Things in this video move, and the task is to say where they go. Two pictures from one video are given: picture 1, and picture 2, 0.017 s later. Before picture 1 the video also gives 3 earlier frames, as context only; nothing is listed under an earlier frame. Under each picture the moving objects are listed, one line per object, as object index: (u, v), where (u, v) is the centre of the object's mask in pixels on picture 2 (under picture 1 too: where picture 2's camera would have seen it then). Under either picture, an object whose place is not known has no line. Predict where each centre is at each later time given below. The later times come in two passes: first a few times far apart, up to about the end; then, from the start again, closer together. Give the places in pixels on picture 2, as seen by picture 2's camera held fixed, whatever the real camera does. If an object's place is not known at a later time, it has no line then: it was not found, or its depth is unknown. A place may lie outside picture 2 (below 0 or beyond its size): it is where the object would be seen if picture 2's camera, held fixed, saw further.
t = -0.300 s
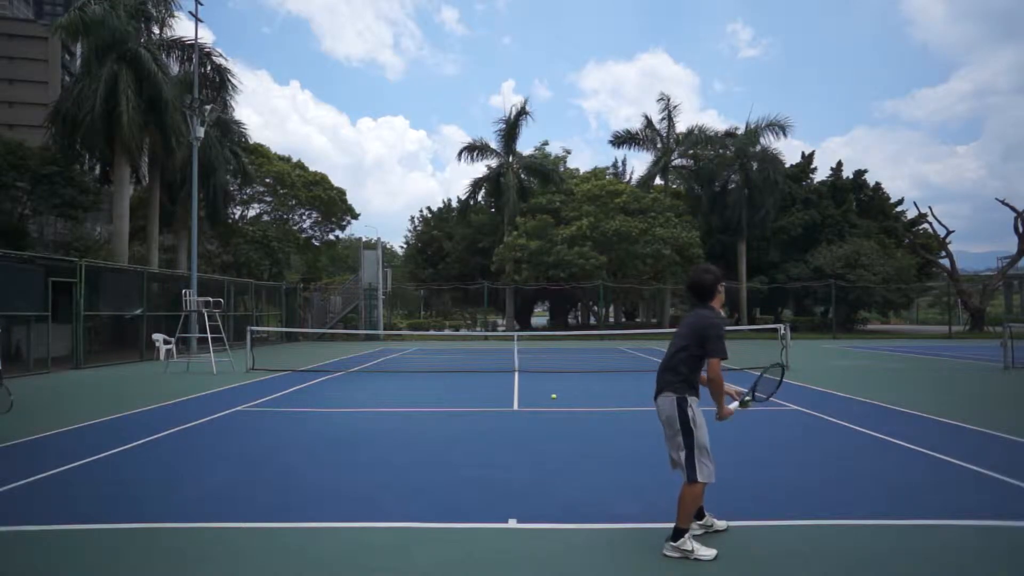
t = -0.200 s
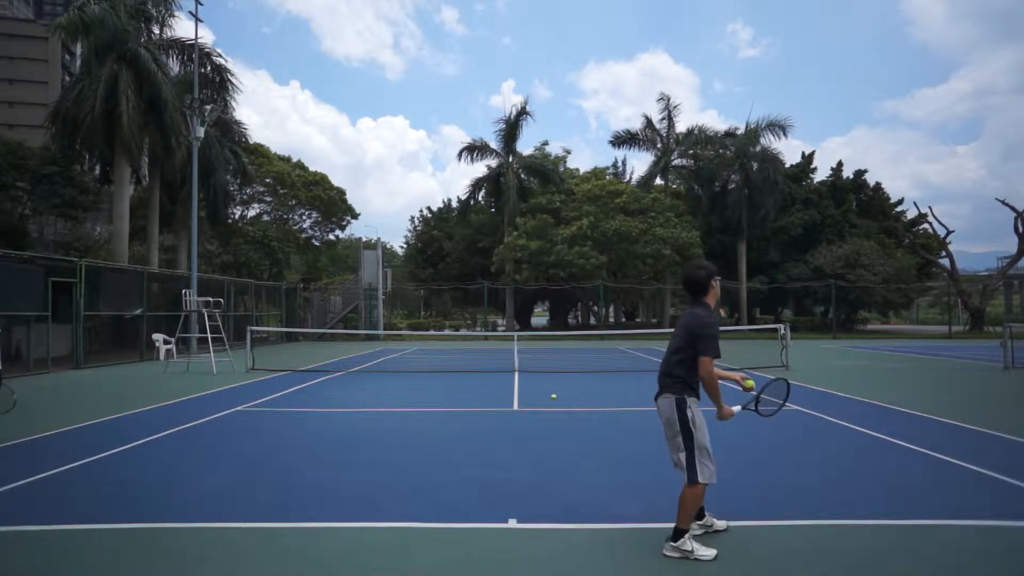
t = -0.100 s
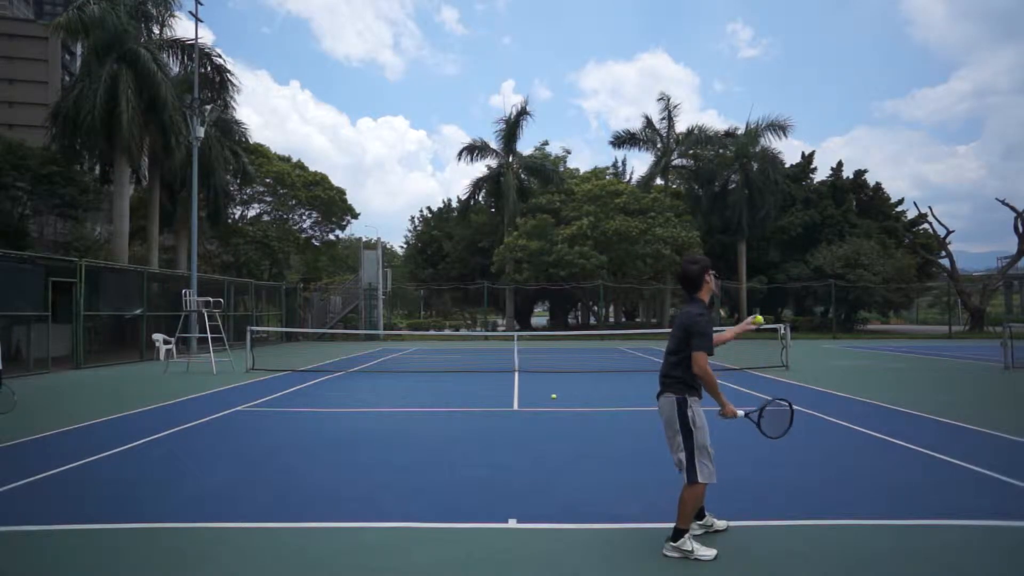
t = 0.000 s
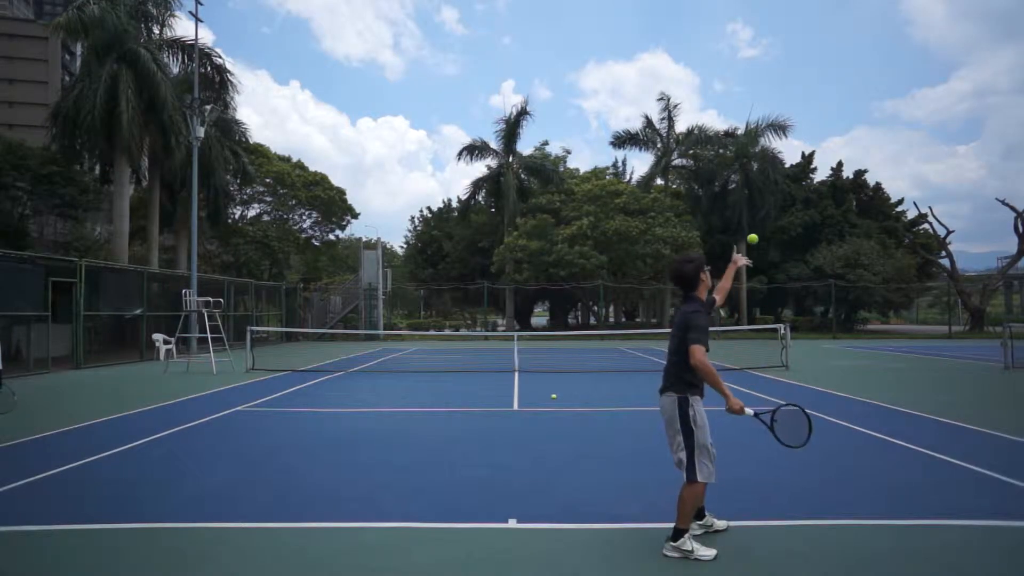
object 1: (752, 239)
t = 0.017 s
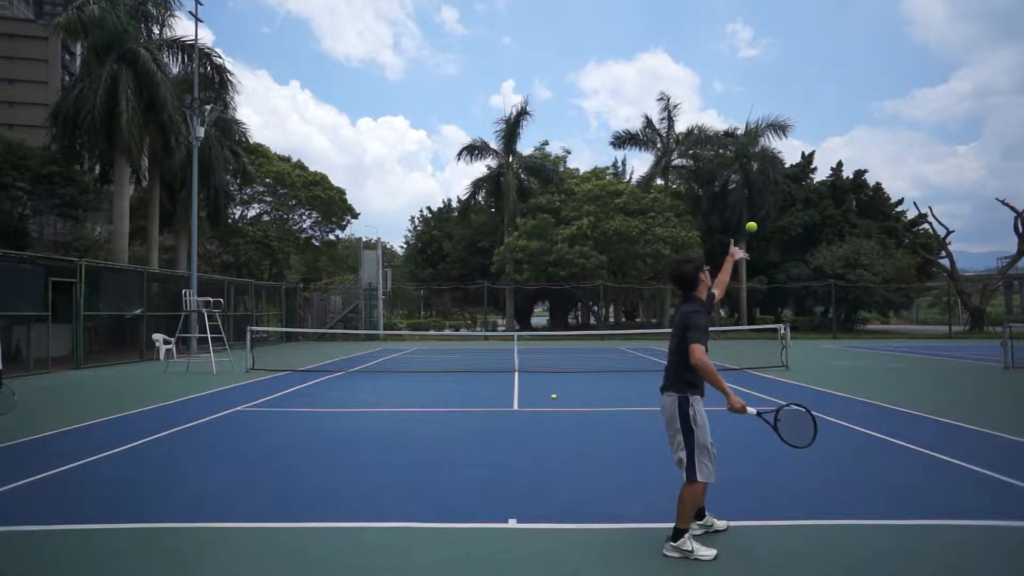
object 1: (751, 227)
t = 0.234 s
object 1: (737, 109)
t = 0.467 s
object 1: (722, 59)
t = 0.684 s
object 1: (709, 82)
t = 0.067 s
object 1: (748, 193)
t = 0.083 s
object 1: (747, 183)
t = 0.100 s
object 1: (746, 173)
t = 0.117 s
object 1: (745, 163)
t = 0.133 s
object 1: (744, 154)
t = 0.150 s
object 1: (742, 145)
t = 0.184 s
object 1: (739, 129)
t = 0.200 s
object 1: (739, 123)
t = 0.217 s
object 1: (738, 115)
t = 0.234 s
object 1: (737, 109)
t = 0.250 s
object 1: (735, 102)
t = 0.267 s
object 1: (734, 97)
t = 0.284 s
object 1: (733, 91)
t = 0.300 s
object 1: (732, 86)
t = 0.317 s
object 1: (731, 82)
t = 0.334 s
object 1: (730, 78)
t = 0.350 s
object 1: (729, 74)
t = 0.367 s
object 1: (728, 70)
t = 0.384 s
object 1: (727, 67)
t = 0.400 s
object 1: (726, 65)
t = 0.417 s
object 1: (725, 63)
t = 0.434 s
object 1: (724, 61)
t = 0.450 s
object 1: (723, 59)
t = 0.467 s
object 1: (722, 59)
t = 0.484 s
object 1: (721, 58)
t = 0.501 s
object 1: (720, 58)
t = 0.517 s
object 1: (719, 58)
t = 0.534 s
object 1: (718, 59)
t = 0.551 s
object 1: (717, 60)
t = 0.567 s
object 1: (715, 61)
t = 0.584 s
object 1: (714, 63)
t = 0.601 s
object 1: (713, 65)
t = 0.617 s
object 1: (712, 68)
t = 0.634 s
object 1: (712, 71)
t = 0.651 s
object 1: (711, 74)
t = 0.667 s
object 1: (710, 77)
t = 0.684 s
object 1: (709, 82)
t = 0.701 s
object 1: (708, 86)
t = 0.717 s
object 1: (707, 91)
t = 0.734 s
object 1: (706, 96)
